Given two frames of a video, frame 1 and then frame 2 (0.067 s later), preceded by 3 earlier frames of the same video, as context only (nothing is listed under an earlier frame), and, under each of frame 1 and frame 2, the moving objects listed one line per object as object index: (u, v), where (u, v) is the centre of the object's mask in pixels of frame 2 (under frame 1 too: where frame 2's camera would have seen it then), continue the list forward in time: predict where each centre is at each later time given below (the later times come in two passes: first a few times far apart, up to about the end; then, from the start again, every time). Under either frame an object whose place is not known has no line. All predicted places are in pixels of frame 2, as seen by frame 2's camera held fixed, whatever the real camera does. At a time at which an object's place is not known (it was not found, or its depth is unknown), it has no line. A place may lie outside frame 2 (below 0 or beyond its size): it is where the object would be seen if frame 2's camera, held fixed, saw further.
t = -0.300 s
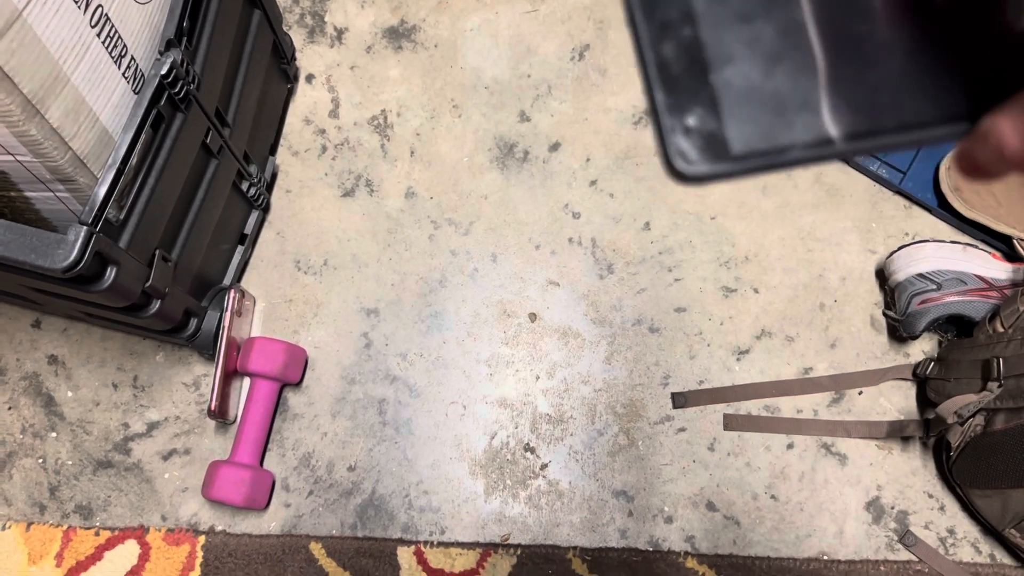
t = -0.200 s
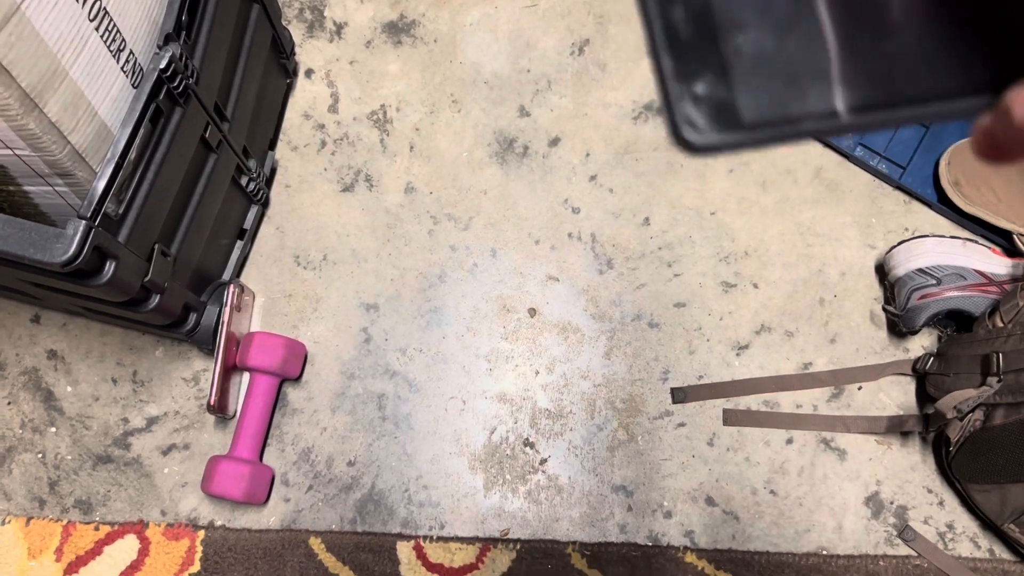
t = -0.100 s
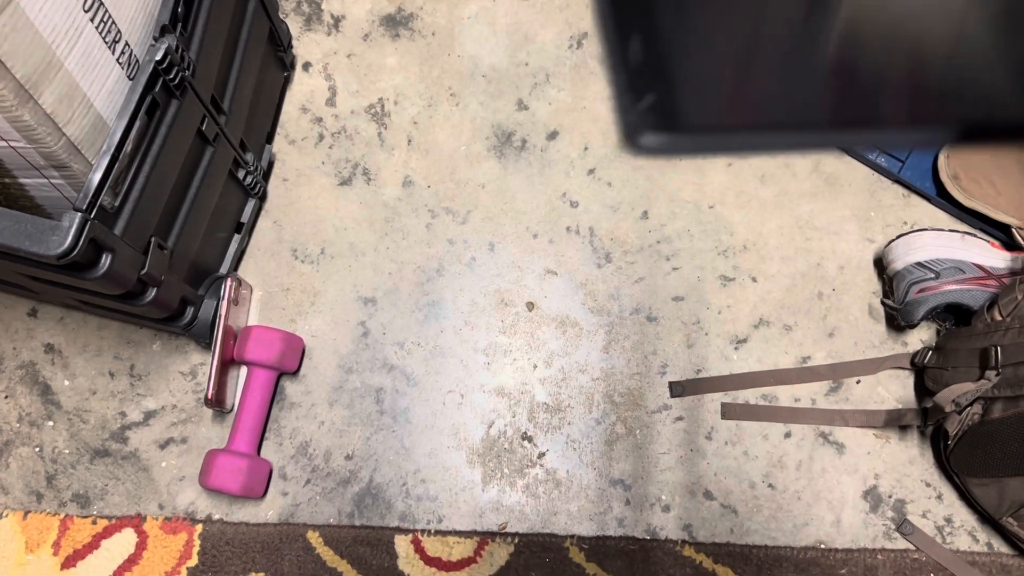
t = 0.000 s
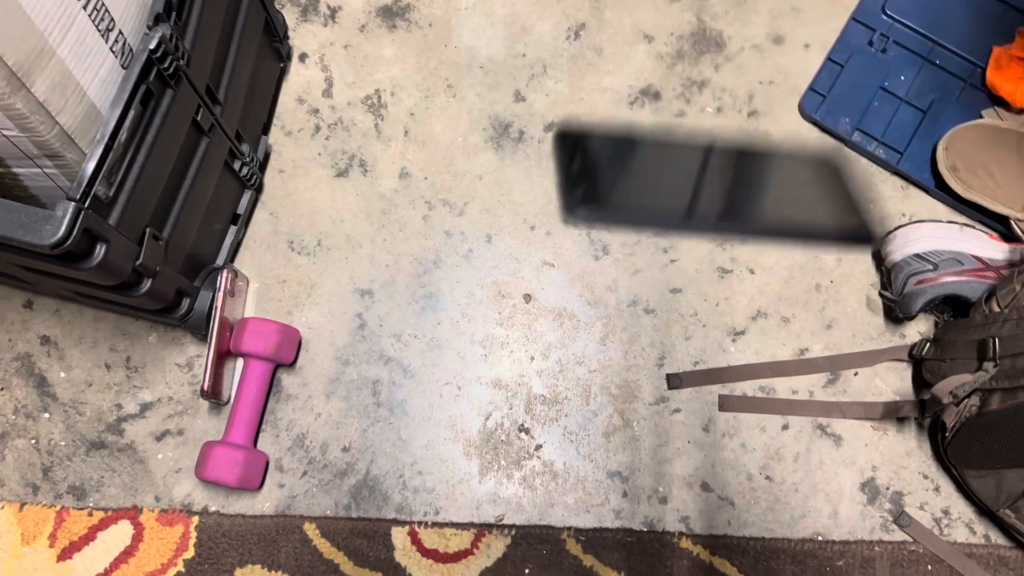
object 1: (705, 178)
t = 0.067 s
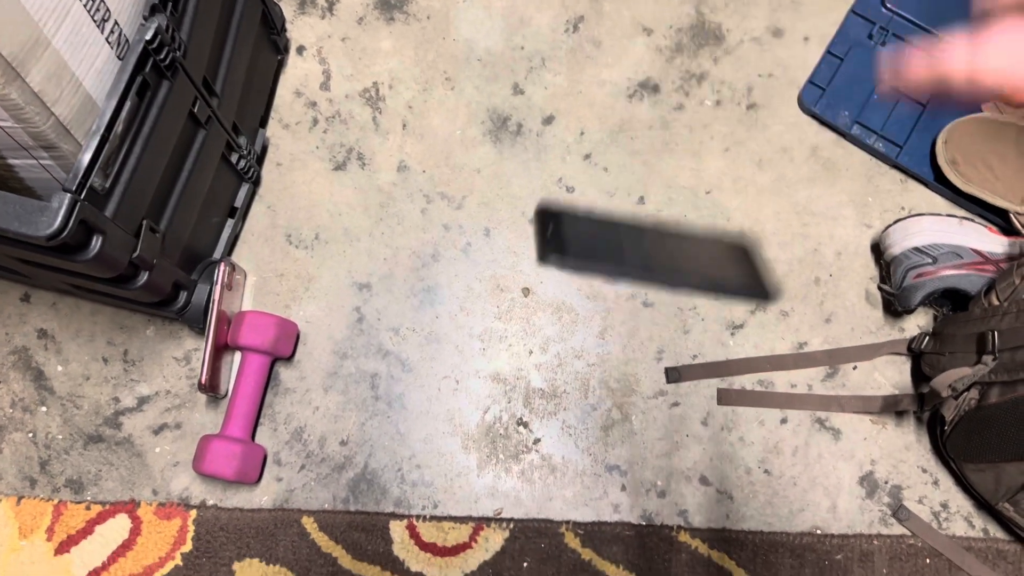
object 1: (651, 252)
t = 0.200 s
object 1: (580, 352)
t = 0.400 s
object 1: (568, 408)
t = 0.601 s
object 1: (562, 471)
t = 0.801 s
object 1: (554, 480)
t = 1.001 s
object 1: (554, 480)
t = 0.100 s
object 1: (629, 283)
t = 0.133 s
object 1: (610, 308)
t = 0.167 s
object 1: (594, 329)
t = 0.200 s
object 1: (580, 352)
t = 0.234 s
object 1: (572, 364)
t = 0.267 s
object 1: (568, 370)
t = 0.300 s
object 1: (569, 382)
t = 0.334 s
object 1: (575, 385)
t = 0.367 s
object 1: (566, 398)
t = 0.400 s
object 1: (568, 408)
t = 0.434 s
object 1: (570, 419)
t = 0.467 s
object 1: (570, 427)
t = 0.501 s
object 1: (566, 441)
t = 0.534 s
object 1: (565, 452)
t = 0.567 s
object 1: (563, 463)
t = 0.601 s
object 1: (562, 471)
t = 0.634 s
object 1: (560, 475)
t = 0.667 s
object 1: (558, 476)
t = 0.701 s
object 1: (556, 478)
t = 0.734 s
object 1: (554, 479)
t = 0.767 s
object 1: (554, 480)
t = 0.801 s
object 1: (554, 480)
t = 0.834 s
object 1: (554, 480)
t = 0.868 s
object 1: (554, 480)
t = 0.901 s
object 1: (554, 480)
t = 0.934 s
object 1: (554, 480)
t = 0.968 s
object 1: (554, 480)
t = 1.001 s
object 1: (554, 480)
